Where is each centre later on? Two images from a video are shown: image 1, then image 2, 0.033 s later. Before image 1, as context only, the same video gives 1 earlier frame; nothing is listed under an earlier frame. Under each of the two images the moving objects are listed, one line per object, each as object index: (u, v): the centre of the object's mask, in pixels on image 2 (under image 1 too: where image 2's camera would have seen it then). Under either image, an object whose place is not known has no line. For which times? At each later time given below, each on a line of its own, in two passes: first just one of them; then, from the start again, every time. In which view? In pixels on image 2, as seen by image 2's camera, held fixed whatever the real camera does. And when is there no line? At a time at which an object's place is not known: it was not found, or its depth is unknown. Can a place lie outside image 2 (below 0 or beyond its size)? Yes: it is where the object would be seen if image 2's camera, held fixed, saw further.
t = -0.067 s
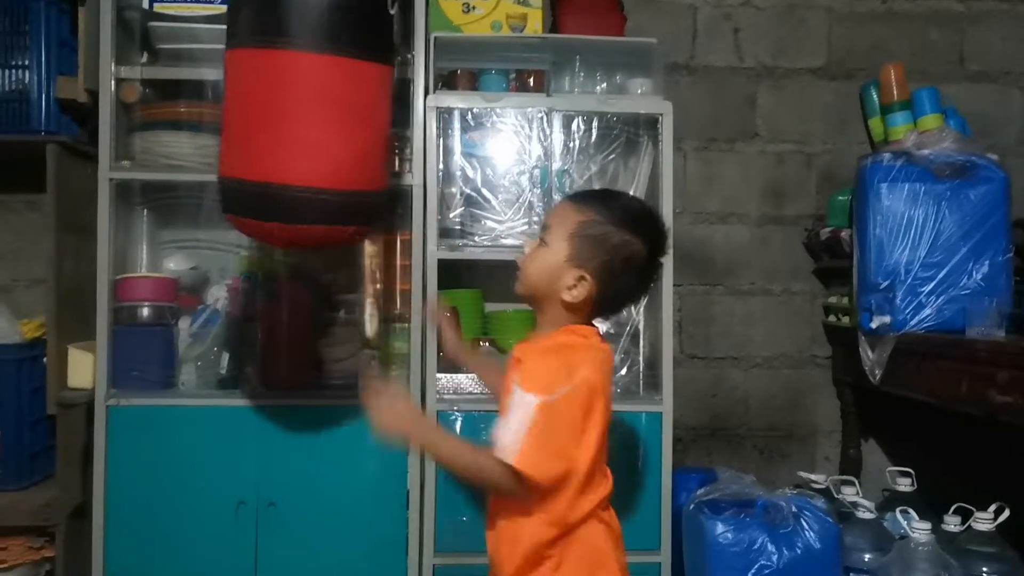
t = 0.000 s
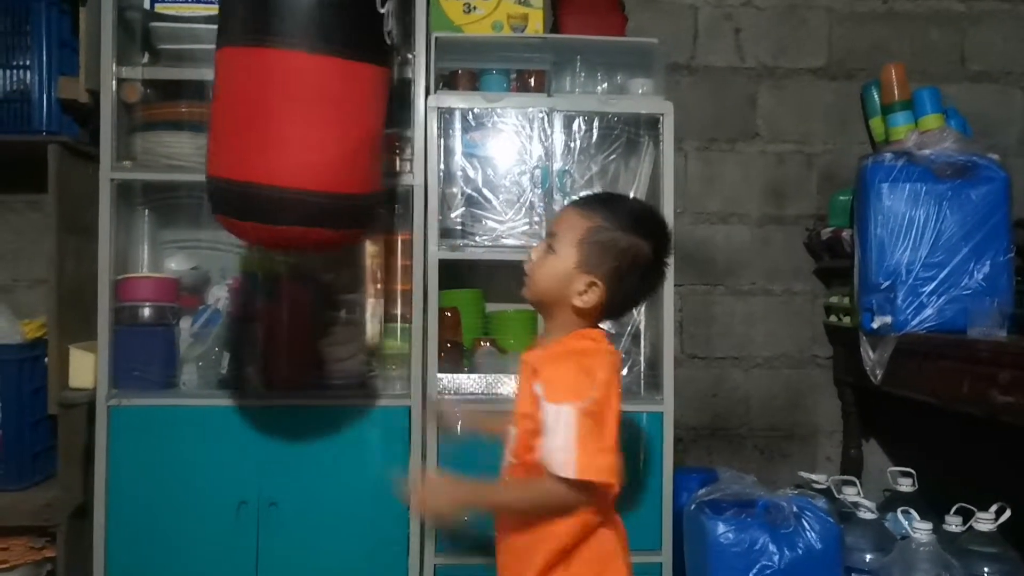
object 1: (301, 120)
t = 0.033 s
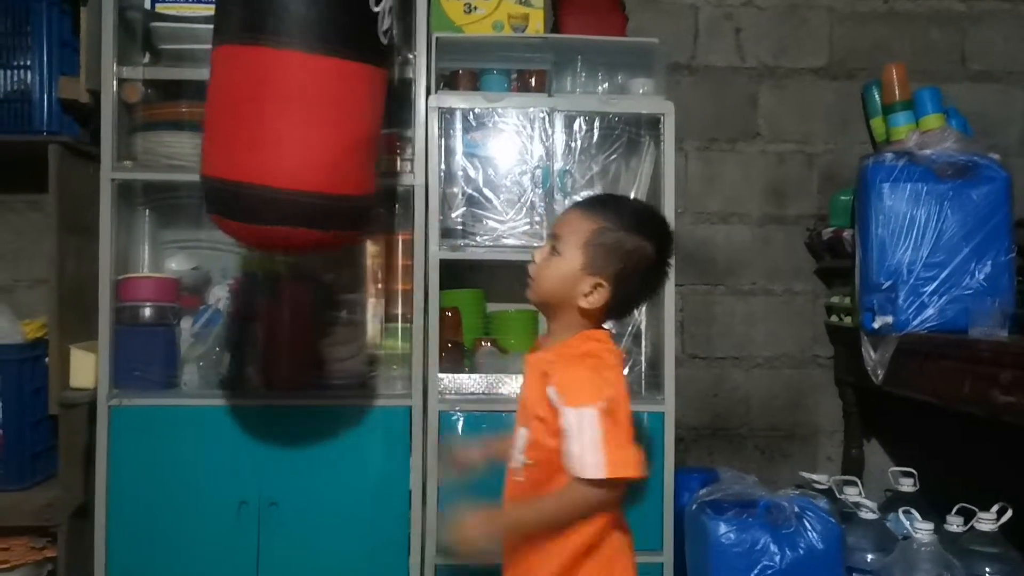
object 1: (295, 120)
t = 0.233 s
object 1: (276, 124)
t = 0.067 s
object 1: (291, 121)
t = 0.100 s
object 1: (286, 121)
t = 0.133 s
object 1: (282, 122)
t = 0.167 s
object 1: (279, 123)
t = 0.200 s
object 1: (277, 124)
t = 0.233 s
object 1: (276, 124)
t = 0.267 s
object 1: (277, 125)
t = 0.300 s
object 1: (279, 127)
